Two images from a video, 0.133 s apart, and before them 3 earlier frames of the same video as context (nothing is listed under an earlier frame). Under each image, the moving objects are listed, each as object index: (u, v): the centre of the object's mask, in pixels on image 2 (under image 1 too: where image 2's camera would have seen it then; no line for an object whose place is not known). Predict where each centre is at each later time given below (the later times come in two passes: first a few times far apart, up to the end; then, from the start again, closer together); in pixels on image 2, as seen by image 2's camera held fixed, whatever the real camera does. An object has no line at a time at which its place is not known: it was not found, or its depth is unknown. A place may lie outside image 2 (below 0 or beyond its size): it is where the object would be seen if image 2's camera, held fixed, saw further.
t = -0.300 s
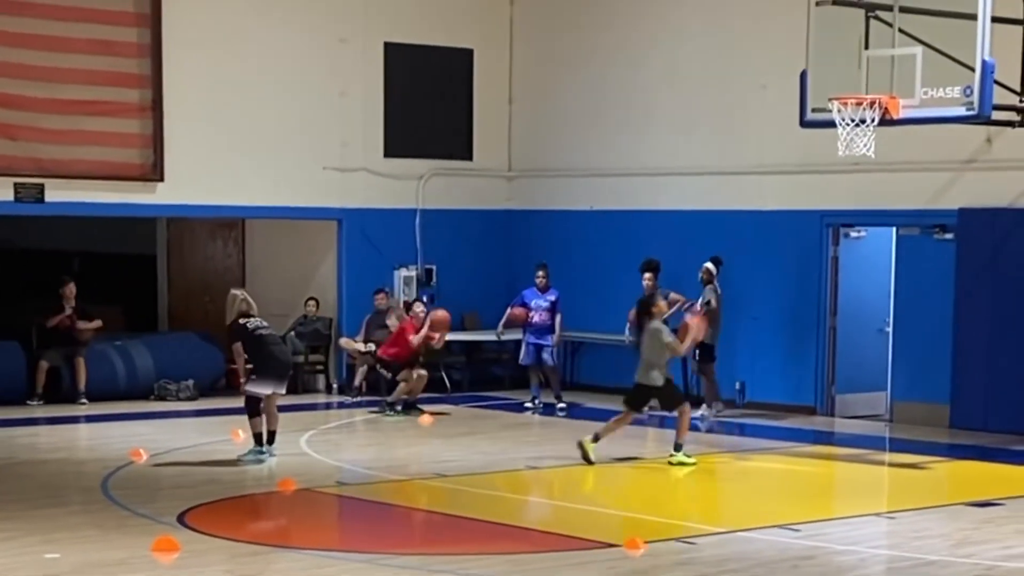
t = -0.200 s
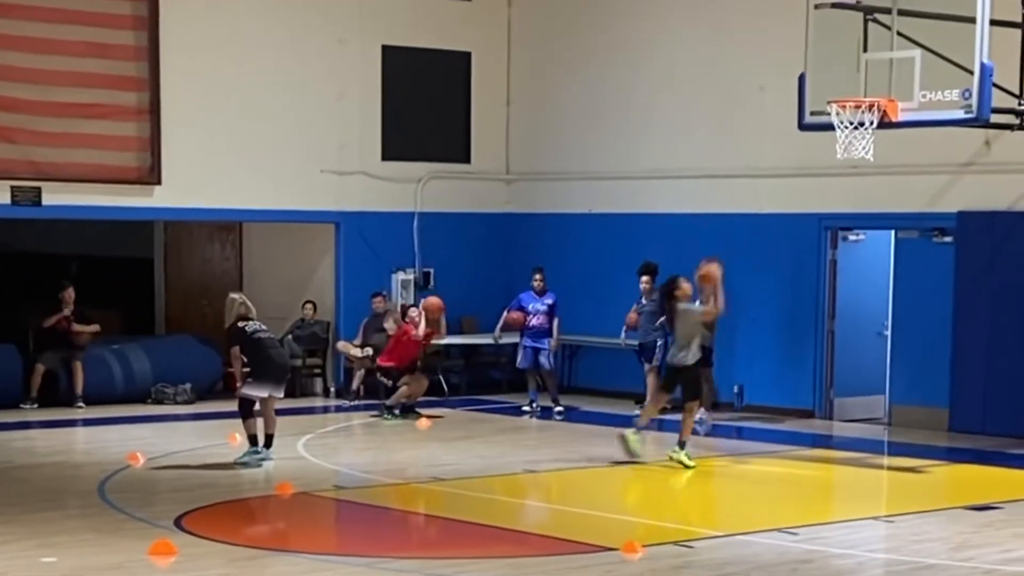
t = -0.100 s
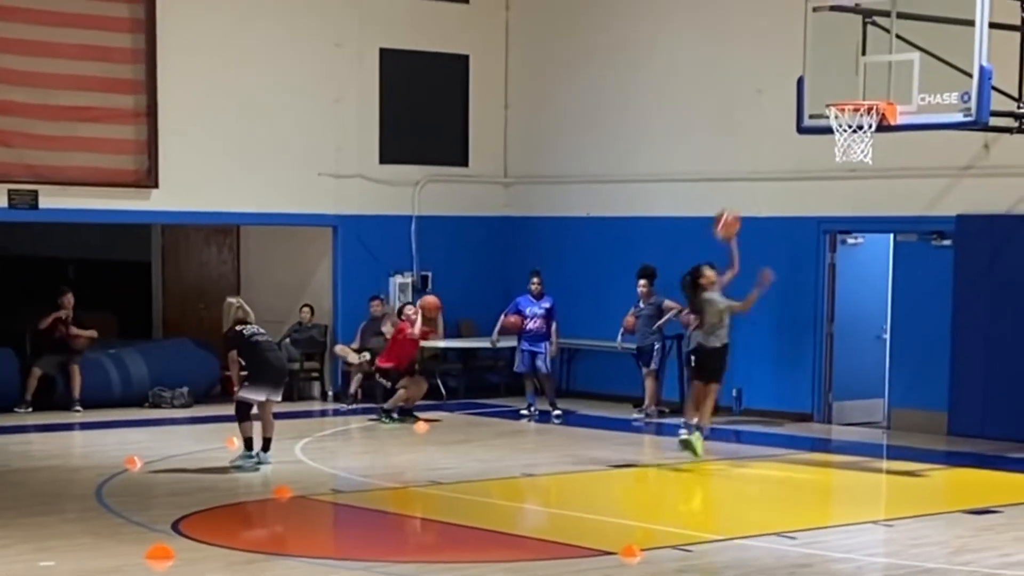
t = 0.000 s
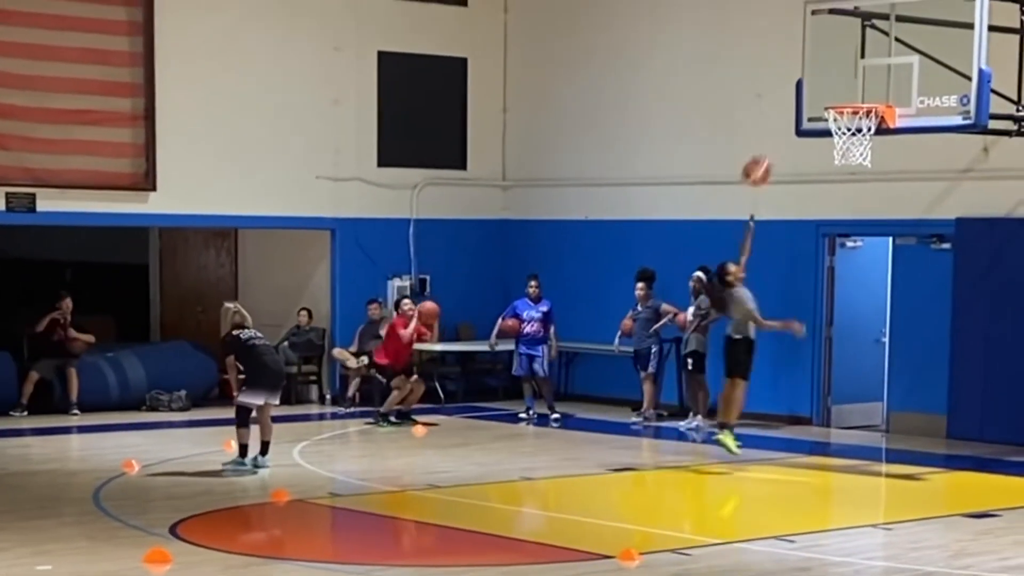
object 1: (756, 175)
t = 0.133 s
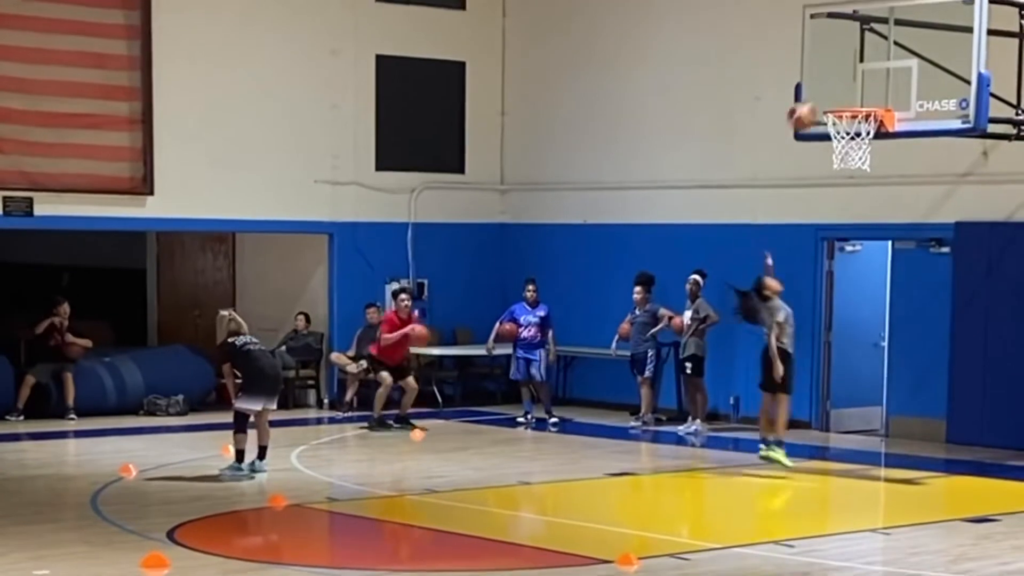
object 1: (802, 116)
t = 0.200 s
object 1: (825, 94)
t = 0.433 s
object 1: (842, 81)
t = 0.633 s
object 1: (856, 101)
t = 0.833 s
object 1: (846, 136)
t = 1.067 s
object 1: (834, 183)
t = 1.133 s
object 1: (832, 206)
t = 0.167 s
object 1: (814, 104)
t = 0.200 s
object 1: (825, 94)
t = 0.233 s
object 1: (837, 85)
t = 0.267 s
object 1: (840, 80)
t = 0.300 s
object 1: (840, 78)
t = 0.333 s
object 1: (841, 76)
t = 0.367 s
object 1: (841, 76)
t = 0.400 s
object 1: (842, 78)
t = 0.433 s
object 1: (842, 81)
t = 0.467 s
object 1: (842, 85)
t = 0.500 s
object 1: (842, 91)
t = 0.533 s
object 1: (842, 98)
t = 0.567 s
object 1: (845, 99)
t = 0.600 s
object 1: (850, 100)
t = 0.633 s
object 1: (856, 101)
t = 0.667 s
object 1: (860, 106)
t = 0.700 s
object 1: (865, 113)
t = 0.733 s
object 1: (863, 118)
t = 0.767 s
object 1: (857, 124)
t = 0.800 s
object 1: (851, 127)
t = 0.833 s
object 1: (846, 136)
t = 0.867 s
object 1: (840, 146)
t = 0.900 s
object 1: (838, 151)
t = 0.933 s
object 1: (834, 158)
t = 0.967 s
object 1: (835, 162)
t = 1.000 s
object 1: (836, 168)
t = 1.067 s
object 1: (834, 183)
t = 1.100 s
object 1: (834, 194)
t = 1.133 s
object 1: (832, 206)
